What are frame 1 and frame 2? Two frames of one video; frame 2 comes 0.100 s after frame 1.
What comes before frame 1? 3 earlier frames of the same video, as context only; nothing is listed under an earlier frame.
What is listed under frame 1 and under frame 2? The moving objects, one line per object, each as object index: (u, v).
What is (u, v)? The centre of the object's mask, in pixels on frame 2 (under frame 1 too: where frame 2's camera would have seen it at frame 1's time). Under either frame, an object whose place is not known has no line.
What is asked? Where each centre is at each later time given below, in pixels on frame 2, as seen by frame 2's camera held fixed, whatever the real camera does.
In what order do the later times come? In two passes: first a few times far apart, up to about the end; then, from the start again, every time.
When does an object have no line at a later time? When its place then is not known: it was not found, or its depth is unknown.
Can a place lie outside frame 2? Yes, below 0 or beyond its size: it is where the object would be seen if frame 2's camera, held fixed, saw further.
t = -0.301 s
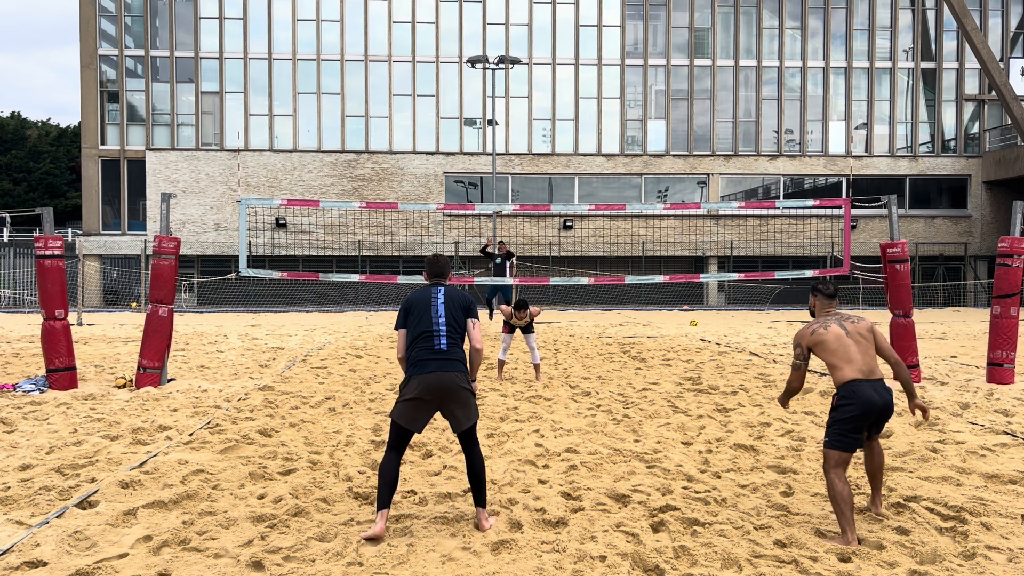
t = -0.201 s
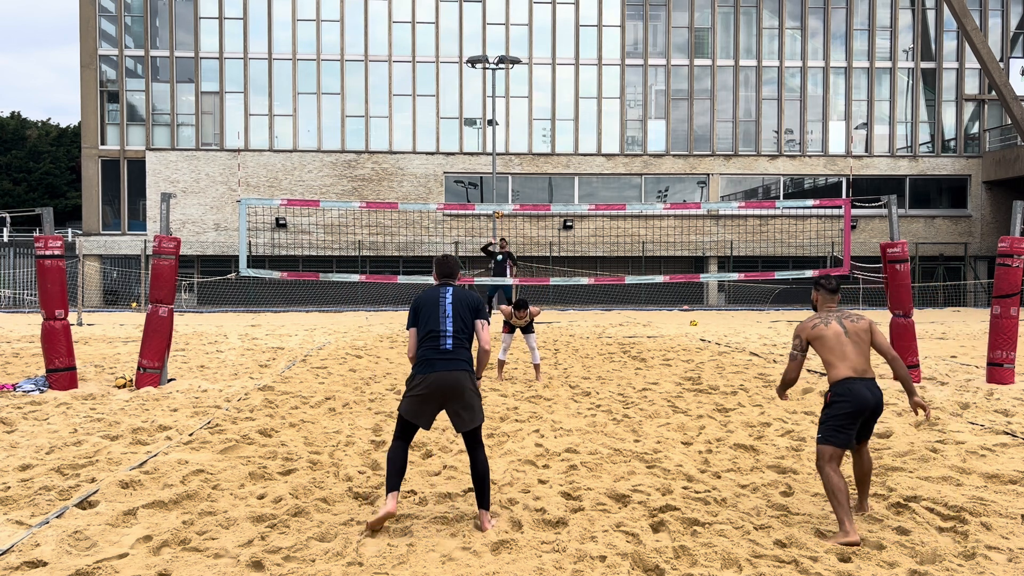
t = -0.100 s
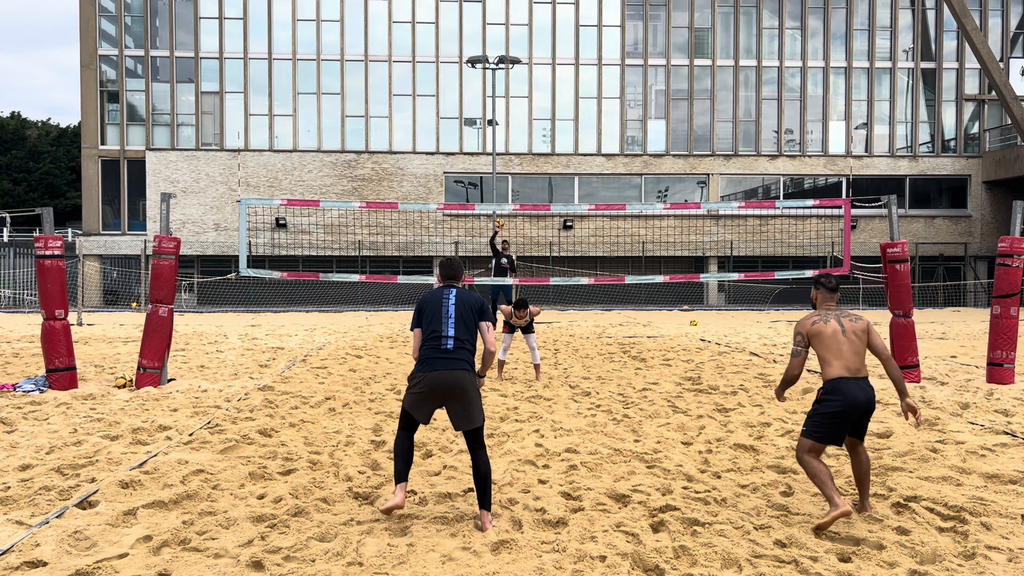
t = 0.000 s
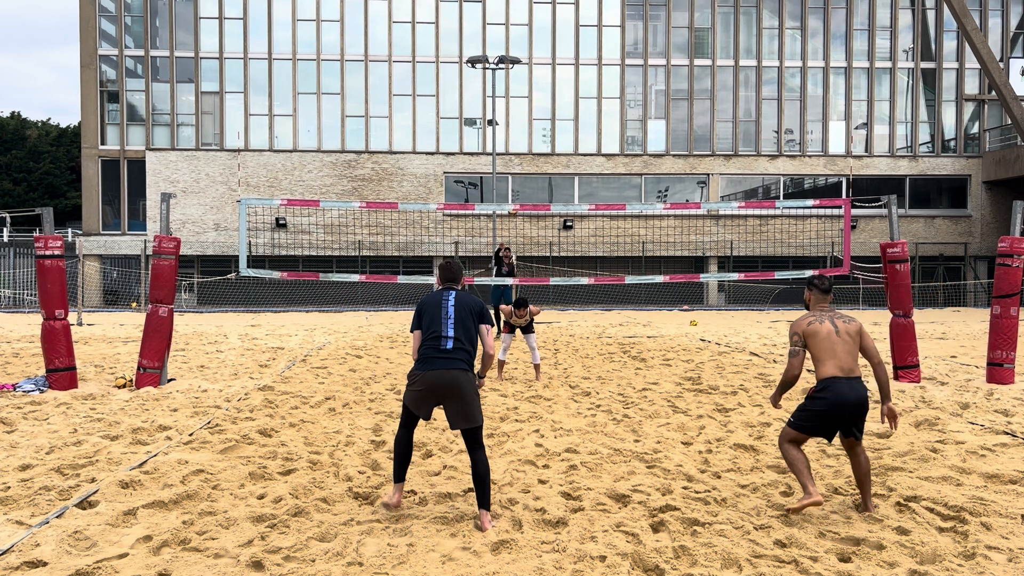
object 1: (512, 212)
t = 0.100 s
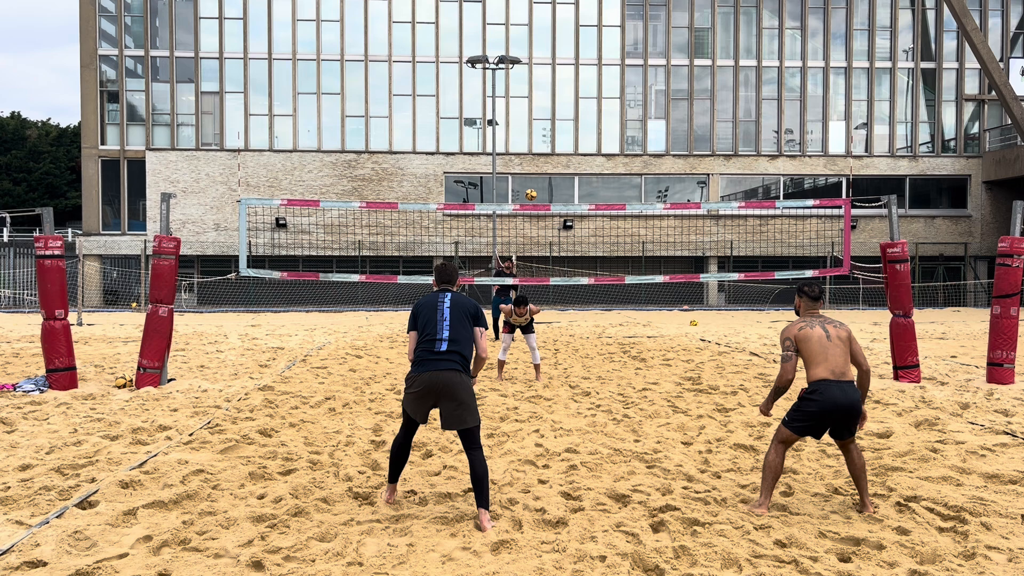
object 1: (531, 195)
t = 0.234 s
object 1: (559, 177)
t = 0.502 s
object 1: (642, 162)
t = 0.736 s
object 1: (760, 199)
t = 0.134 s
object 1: (537, 190)
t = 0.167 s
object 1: (544, 185)
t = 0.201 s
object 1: (552, 181)
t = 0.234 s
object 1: (559, 177)
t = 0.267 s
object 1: (567, 173)
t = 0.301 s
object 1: (576, 169)
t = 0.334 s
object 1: (586, 167)
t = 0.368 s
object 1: (595, 165)
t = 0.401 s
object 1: (606, 163)
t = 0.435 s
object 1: (616, 162)
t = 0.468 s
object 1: (629, 161)
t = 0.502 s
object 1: (642, 162)
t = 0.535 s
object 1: (656, 164)
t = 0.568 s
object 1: (670, 167)
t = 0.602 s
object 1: (686, 171)
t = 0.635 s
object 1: (703, 177)
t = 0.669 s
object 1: (721, 183)
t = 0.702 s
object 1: (740, 190)
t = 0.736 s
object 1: (760, 199)
